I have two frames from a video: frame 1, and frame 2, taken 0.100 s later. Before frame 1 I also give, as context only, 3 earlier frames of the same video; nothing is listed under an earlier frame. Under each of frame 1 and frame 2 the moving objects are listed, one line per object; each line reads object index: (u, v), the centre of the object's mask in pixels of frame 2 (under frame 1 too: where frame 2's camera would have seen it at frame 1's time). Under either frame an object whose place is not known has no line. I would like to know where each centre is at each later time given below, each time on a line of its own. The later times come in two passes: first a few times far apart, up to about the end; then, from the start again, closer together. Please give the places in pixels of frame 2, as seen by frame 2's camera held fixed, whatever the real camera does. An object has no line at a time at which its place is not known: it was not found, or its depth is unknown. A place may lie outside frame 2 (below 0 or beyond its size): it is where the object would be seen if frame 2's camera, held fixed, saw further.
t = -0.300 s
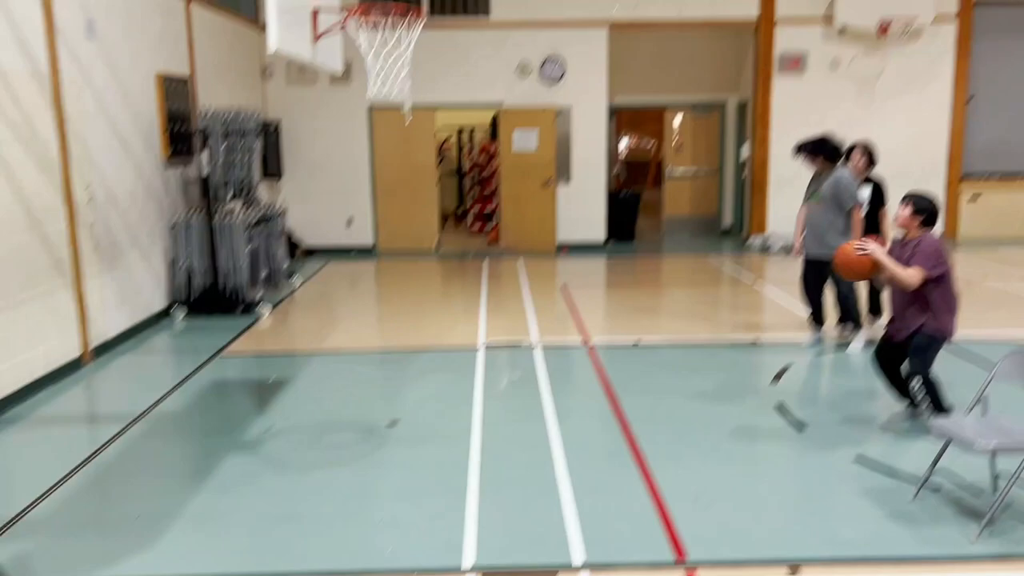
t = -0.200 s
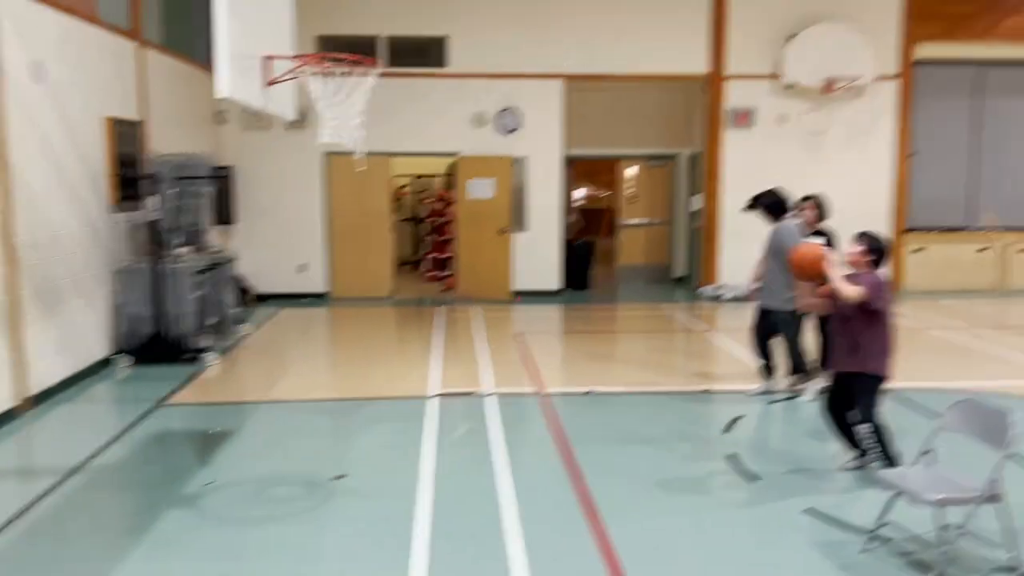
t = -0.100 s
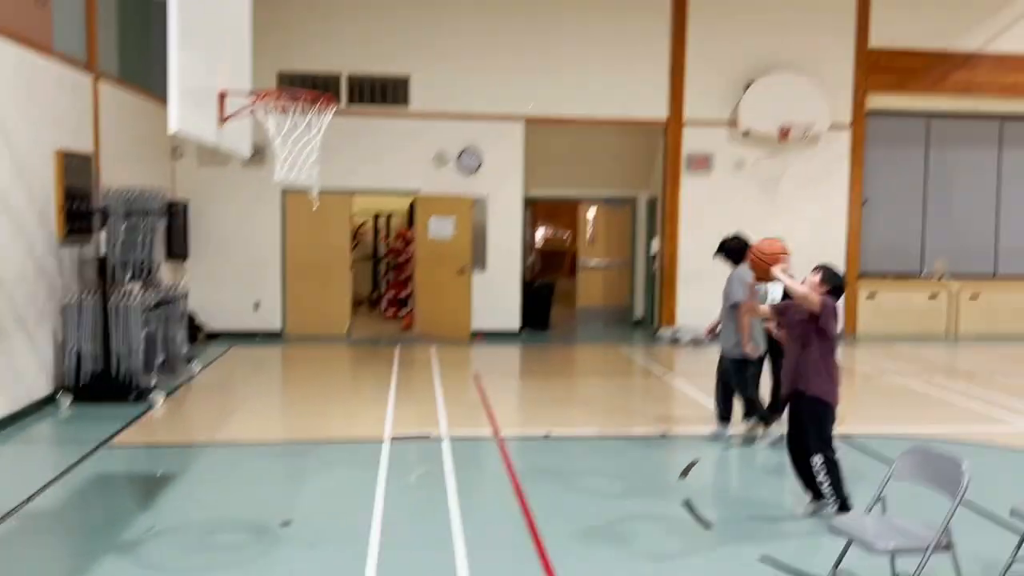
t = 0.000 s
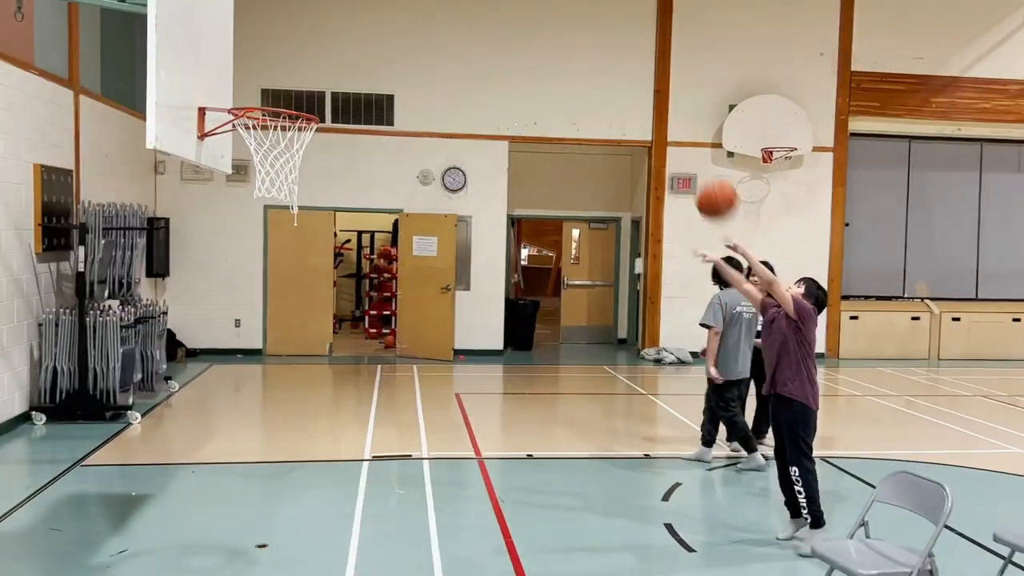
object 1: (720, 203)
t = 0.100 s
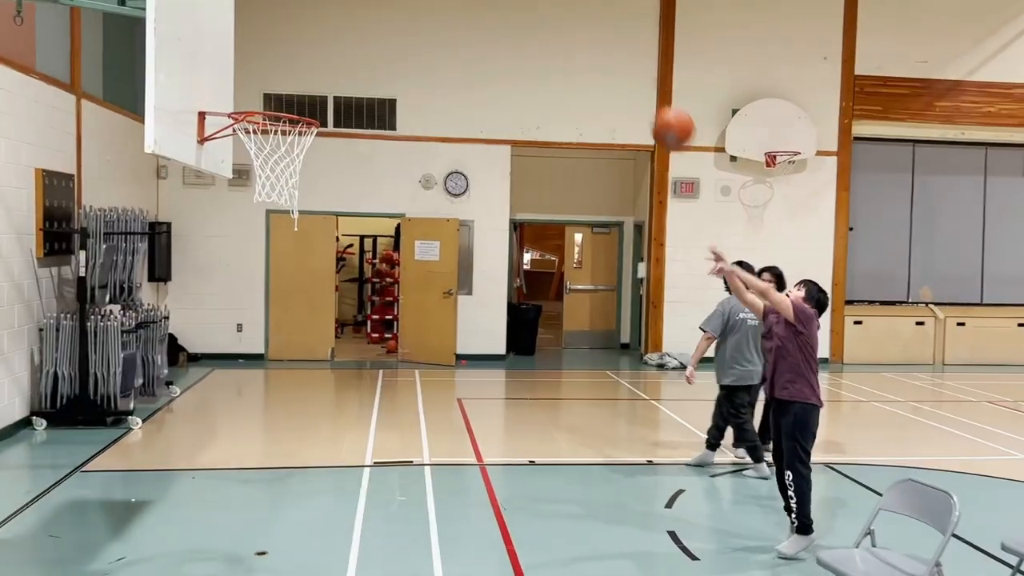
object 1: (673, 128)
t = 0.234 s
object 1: (608, 54)
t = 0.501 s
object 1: (474, 6)
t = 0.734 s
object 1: (351, 45)
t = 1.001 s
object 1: (227, 206)
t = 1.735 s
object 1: (118, 292)
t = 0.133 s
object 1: (657, 106)
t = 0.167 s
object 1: (640, 87)
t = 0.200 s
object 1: (624, 69)
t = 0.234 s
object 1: (608, 54)
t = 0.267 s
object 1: (592, 40)
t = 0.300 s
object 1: (575, 27)
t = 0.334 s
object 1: (559, 18)
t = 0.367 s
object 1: (542, 14)
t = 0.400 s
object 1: (525, 10)
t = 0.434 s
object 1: (508, 9)
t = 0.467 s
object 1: (491, 6)
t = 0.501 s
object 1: (474, 6)
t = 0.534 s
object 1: (457, 7)
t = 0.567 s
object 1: (440, 9)
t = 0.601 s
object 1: (422, 12)
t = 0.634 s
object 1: (404, 17)
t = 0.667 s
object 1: (387, 22)
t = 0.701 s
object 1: (370, 30)
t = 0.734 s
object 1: (351, 45)
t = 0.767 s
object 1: (336, 59)
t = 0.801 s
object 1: (317, 79)
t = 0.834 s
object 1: (300, 96)
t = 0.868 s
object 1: (282, 118)
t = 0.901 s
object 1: (263, 143)
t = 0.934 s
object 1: (248, 166)
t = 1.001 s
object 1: (227, 206)
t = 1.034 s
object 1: (216, 228)
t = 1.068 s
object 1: (206, 254)
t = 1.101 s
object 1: (196, 281)
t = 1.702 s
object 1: (117, 304)
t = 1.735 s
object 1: (118, 292)
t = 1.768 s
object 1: (120, 282)
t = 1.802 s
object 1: (122, 275)
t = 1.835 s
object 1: (123, 268)
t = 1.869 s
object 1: (124, 264)
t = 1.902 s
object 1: (125, 262)
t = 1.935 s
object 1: (126, 262)
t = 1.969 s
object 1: (127, 264)
